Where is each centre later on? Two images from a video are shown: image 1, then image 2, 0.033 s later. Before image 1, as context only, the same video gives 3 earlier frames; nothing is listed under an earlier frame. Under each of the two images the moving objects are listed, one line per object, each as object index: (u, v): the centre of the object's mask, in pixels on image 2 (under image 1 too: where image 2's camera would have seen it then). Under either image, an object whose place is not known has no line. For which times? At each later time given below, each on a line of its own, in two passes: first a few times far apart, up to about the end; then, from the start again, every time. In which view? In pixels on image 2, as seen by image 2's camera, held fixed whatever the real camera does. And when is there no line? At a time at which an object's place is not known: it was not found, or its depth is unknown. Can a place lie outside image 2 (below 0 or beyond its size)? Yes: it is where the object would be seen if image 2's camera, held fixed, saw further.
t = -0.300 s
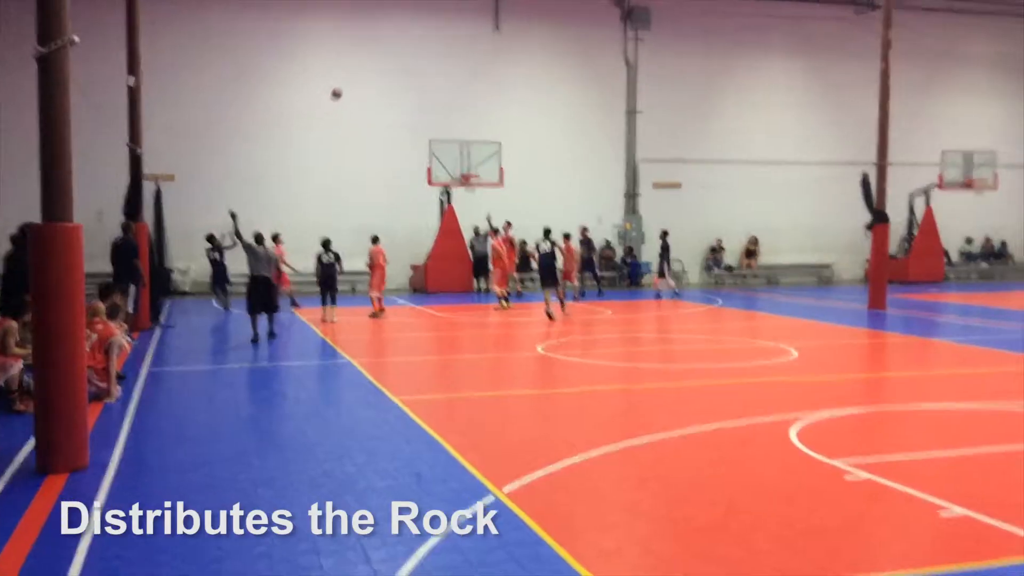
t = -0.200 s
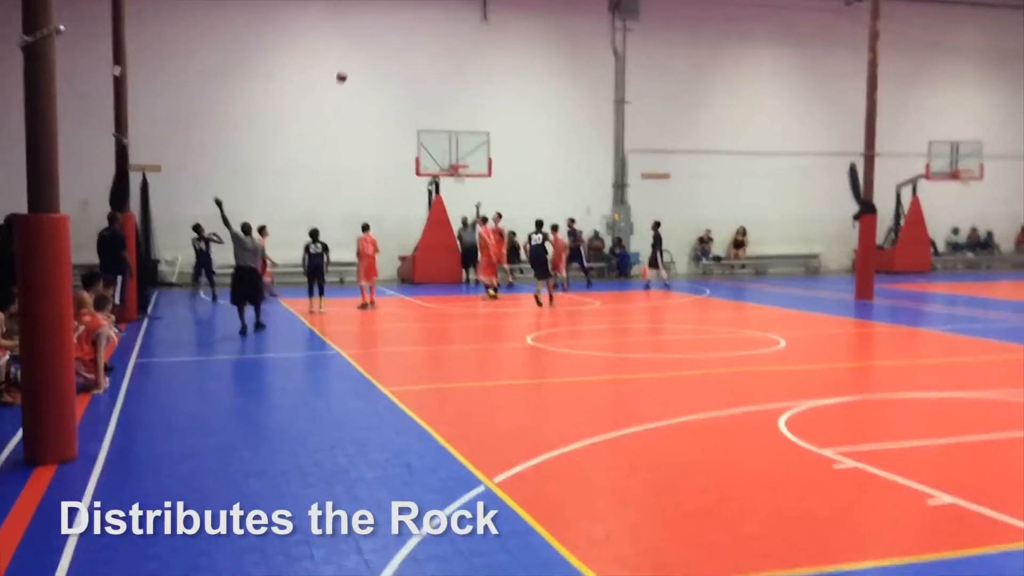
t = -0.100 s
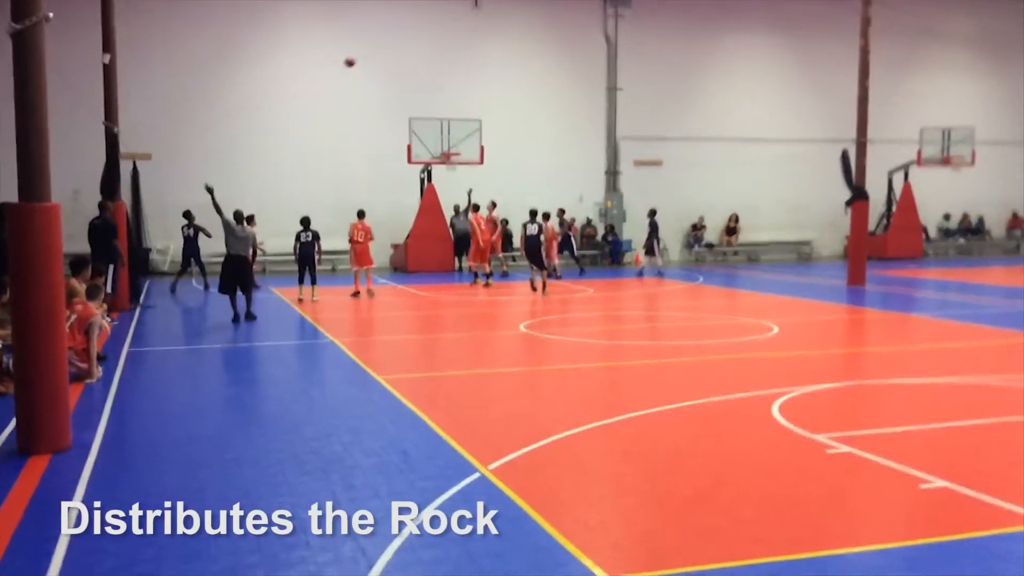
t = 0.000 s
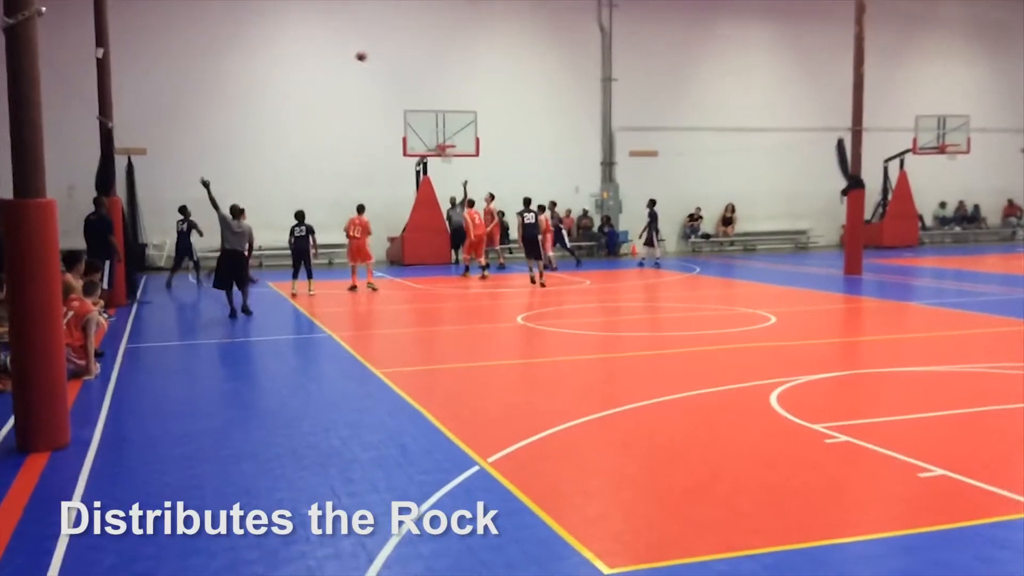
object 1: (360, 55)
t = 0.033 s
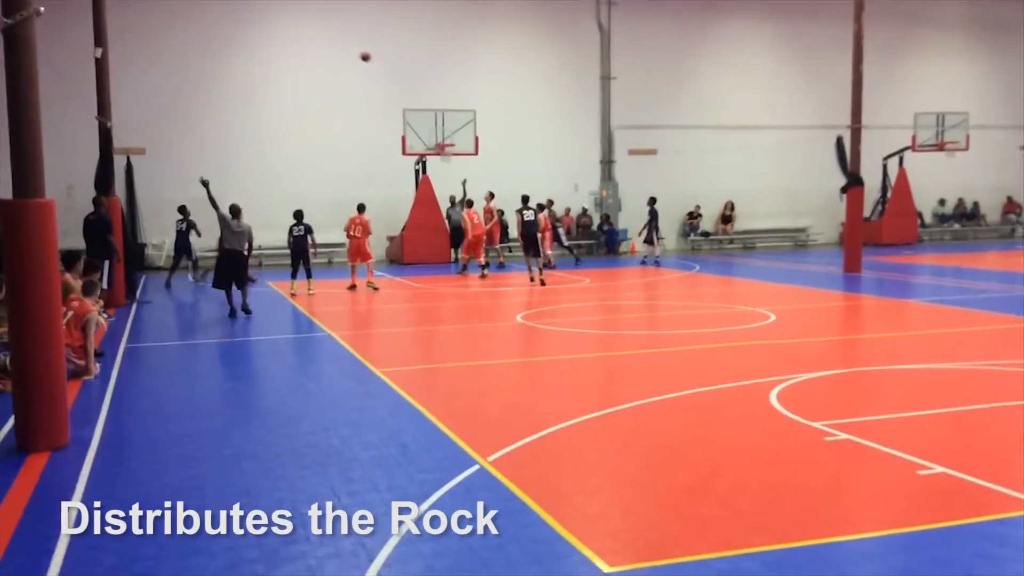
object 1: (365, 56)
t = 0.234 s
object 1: (398, 75)
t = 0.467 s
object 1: (435, 116)
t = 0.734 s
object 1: (468, 136)
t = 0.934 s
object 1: (488, 144)
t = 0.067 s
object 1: (371, 58)
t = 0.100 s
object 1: (377, 61)
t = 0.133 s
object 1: (382, 63)
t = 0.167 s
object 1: (387, 67)
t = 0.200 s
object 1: (393, 71)
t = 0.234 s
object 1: (398, 75)
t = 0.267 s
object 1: (404, 80)
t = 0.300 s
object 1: (409, 85)
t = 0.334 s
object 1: (414, 91)
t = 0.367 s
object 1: (419, 96)
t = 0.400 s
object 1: (425, 103)
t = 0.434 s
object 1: (430, 109)
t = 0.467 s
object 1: (435, 116)
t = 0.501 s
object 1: (440, 125)
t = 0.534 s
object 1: (445, 132)
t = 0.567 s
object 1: (450, 140)
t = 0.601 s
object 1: (454, 139)
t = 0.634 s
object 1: (458, 138)
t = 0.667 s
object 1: (461, 137)
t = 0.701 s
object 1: (465, 136)
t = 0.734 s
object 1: (468, 136)
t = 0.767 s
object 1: (472, 136)
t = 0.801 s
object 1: (475, 137)
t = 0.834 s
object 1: (478, 138)
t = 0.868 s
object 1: (481, 139)
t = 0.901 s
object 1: (485, 141)
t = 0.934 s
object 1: (488, 144)
